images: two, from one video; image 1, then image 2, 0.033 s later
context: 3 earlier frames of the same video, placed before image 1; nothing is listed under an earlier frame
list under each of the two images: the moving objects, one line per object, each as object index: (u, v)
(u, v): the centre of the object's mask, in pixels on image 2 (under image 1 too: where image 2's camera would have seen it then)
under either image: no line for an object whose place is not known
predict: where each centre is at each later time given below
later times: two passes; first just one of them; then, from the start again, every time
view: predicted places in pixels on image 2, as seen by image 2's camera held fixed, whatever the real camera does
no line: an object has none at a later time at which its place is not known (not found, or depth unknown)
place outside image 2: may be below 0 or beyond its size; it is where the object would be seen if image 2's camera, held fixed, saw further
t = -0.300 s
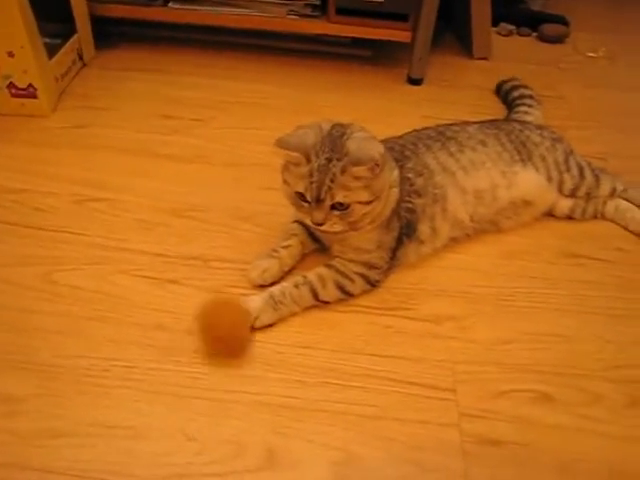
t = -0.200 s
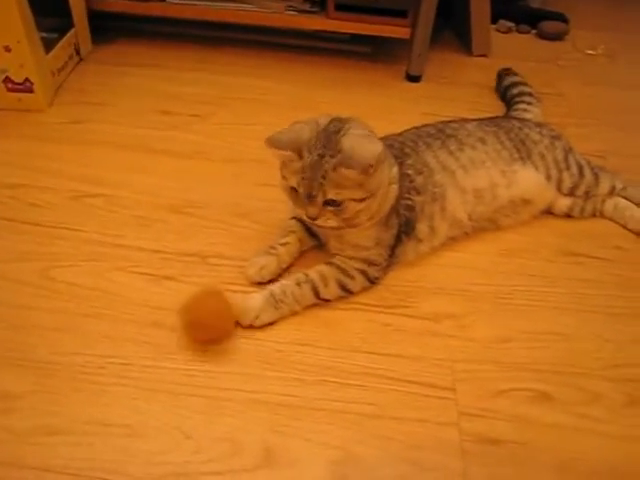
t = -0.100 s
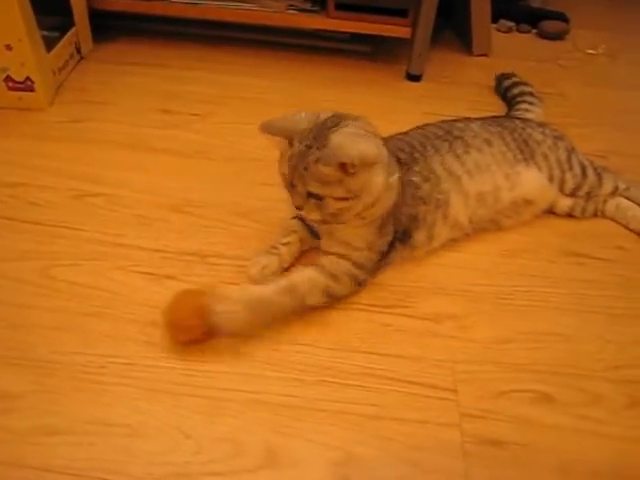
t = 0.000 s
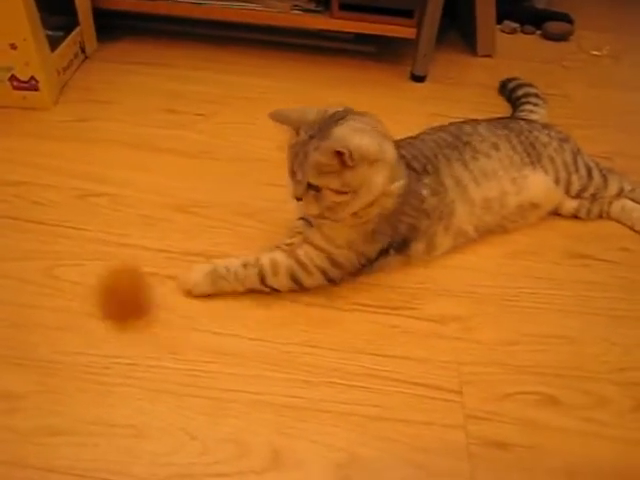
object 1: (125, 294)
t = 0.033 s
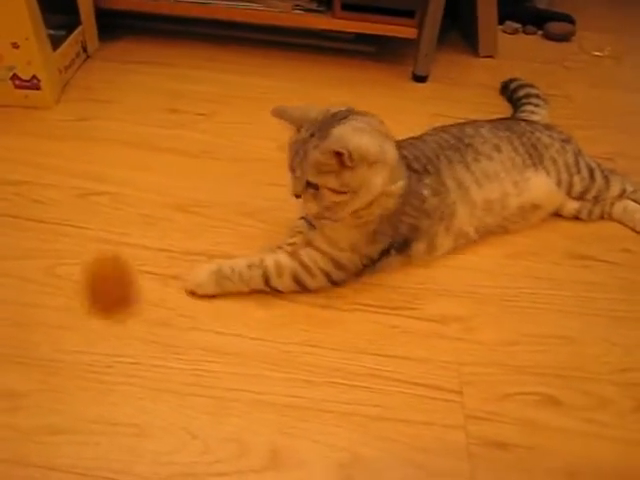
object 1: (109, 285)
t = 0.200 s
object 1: (66, 246)
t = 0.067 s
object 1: (97, 275)
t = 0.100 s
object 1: (86, 267)
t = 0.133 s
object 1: (78, 259)
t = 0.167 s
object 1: (71, 252)
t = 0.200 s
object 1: (66, 246)
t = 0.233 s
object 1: (62, 240)
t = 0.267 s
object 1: (60, 234)
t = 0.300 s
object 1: (58, 227)
